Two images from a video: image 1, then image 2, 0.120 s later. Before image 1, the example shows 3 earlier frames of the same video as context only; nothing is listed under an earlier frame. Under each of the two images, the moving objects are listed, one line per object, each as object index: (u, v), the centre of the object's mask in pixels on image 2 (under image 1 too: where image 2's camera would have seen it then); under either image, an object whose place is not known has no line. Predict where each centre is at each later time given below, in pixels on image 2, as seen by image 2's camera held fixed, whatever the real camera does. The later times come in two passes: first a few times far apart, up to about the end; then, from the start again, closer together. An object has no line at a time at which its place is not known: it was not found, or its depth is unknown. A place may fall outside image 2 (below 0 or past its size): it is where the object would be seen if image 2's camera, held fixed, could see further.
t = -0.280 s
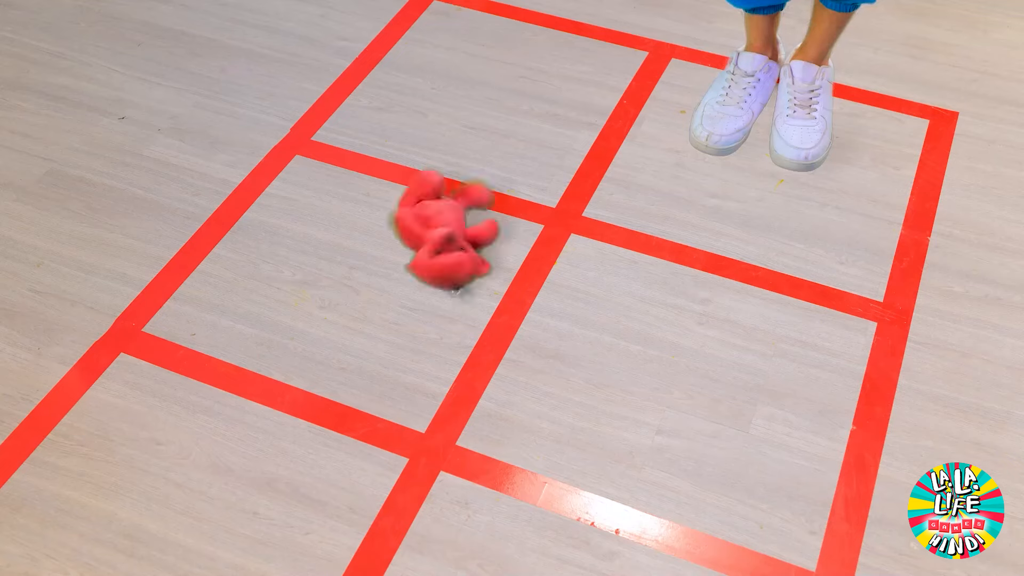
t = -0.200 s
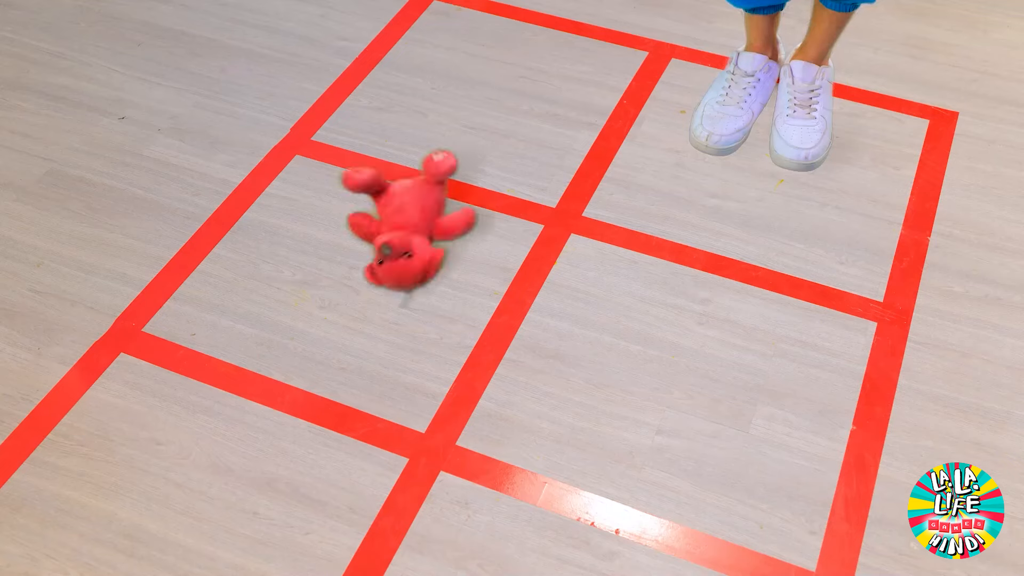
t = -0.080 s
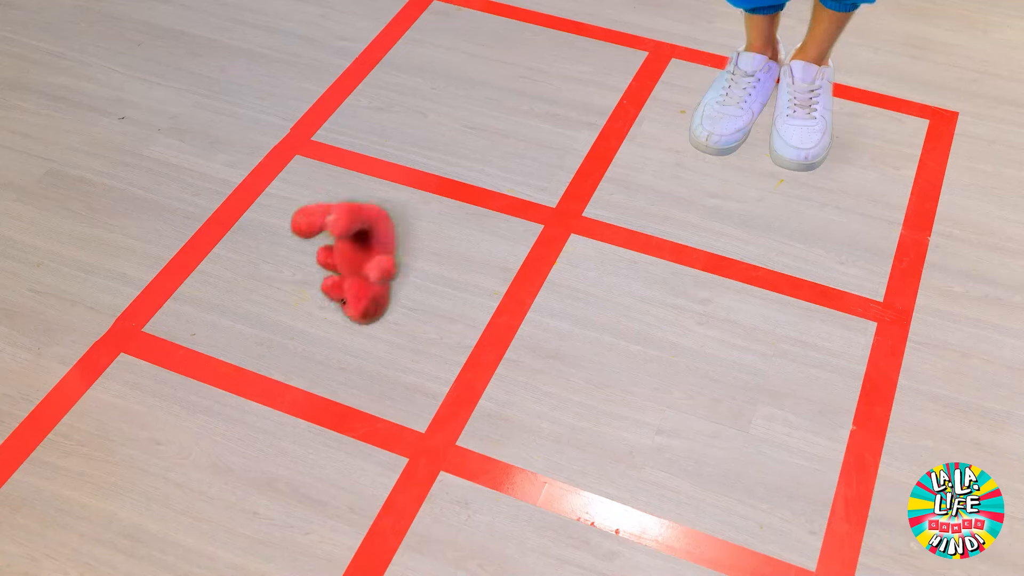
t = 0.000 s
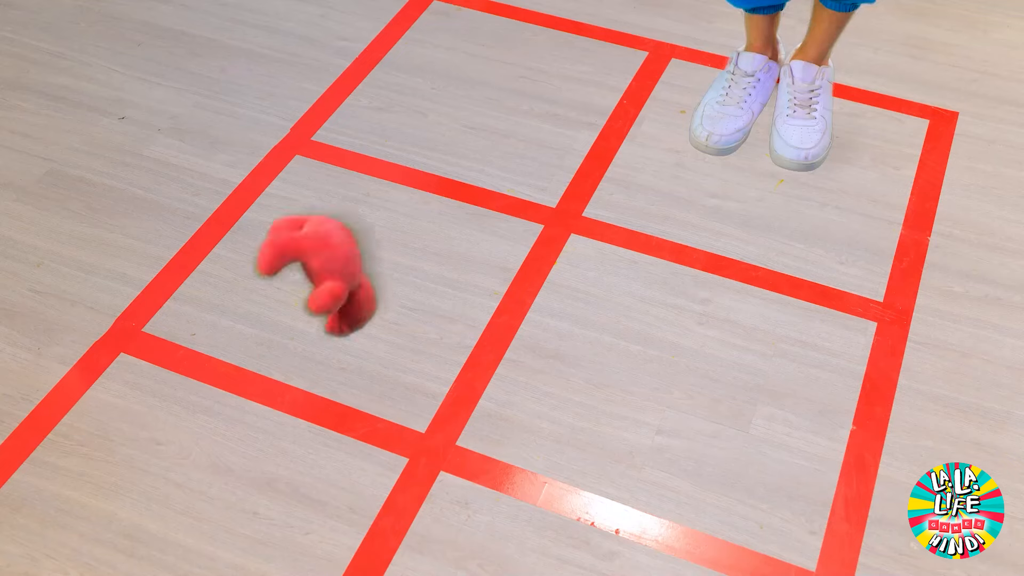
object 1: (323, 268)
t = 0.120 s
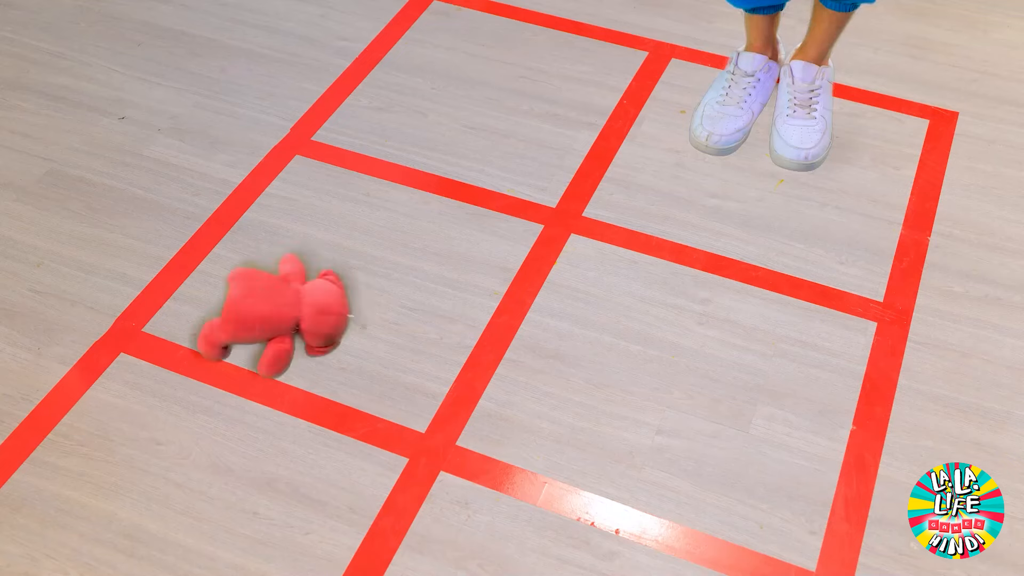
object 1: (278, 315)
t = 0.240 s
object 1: (258, 312)
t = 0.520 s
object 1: (260, 315)
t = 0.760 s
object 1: (260, 316)
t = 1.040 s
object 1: (260, 316)
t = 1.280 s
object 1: (261, 316)
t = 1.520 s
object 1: (261, 316)
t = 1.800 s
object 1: (260, 316)
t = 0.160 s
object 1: (266, 315)
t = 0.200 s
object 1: (260, 312)
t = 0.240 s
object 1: (258, 312)
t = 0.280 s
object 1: (258, 314)
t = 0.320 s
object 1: (259, 316)
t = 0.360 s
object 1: (261, 317)
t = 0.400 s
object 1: (261, 317)
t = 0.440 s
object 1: (260, 316)
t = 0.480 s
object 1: (260, 316)
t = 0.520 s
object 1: (260, 315)
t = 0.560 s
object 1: (259, 315)
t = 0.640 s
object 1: (260, 315)
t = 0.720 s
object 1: (260, 316)
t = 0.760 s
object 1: (260, 316)
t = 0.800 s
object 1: (260, 316)
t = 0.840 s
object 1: (260, 316)
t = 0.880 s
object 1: (260, 316)
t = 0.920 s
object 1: (260, 316)
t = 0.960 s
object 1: (260, 316)
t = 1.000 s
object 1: (260, 316)
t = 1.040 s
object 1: (260, 316)
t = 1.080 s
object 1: (260, 316)
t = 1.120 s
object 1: (260, 316)
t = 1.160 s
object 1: (260, 316)
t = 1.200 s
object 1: (260, 316)
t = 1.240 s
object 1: (260, 316)
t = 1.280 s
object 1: (261, 316)
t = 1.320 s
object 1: (261, 316)
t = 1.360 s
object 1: (261, 316)
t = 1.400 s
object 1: (261, 316)
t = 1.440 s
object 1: (261, 316)
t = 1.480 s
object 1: (261, 316)
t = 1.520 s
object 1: (261, 316)
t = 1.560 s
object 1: (261, 316)
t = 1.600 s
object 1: (261, 316)
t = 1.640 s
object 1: (261, 316)
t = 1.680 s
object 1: (260, 316)
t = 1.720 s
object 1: (260, 316)
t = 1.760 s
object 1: (260, 316)
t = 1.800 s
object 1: (260, 316)
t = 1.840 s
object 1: (260, 316)
